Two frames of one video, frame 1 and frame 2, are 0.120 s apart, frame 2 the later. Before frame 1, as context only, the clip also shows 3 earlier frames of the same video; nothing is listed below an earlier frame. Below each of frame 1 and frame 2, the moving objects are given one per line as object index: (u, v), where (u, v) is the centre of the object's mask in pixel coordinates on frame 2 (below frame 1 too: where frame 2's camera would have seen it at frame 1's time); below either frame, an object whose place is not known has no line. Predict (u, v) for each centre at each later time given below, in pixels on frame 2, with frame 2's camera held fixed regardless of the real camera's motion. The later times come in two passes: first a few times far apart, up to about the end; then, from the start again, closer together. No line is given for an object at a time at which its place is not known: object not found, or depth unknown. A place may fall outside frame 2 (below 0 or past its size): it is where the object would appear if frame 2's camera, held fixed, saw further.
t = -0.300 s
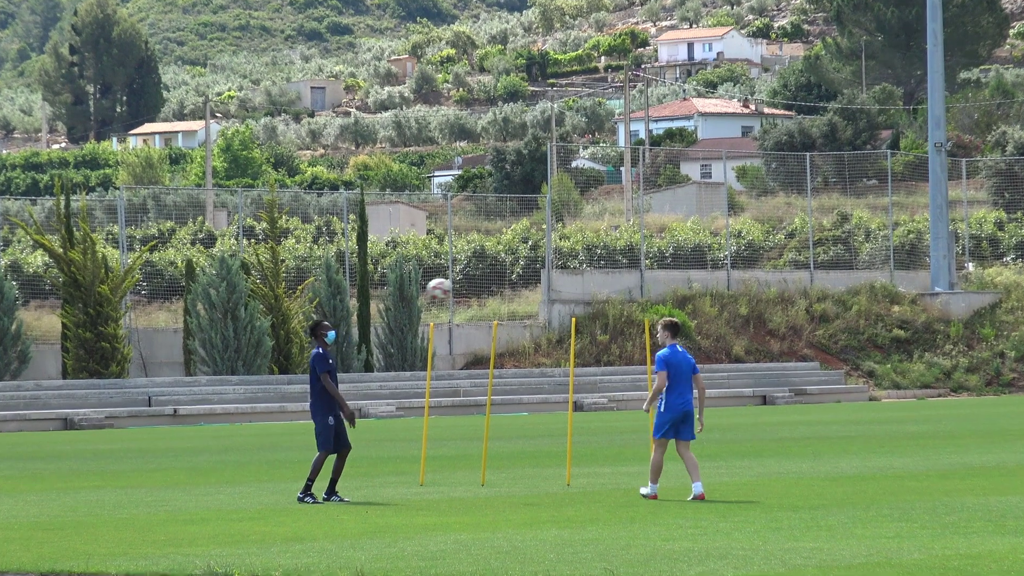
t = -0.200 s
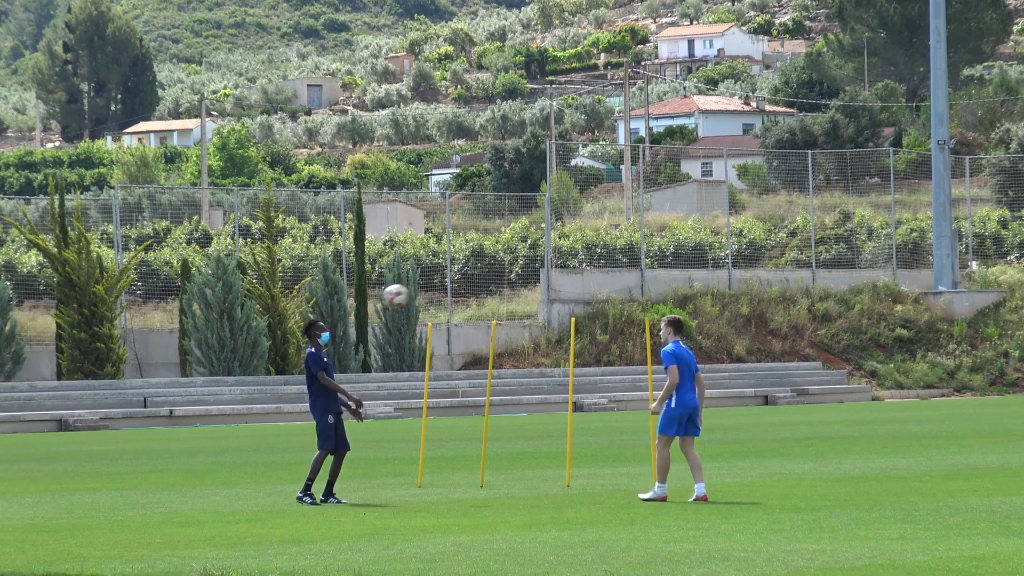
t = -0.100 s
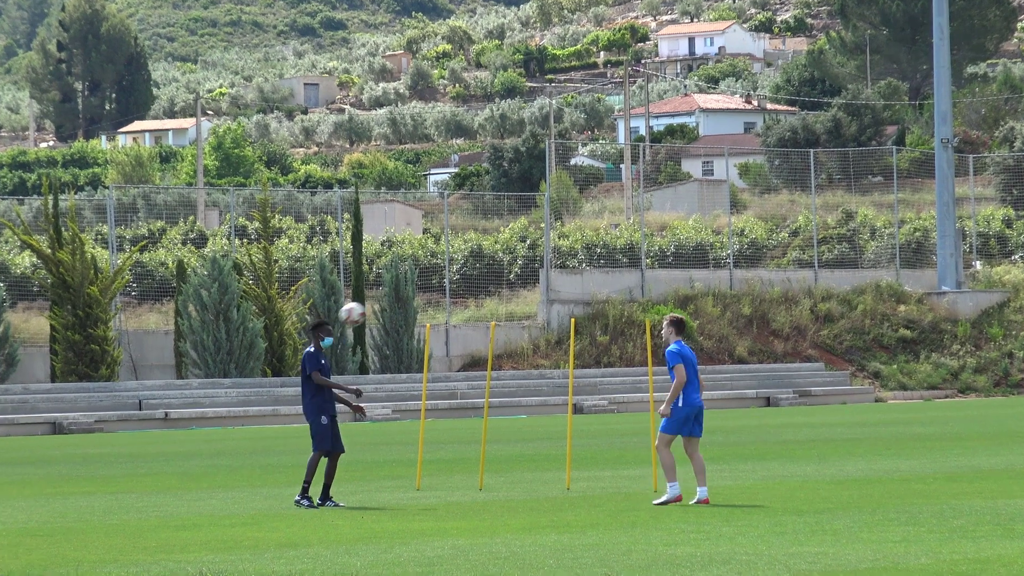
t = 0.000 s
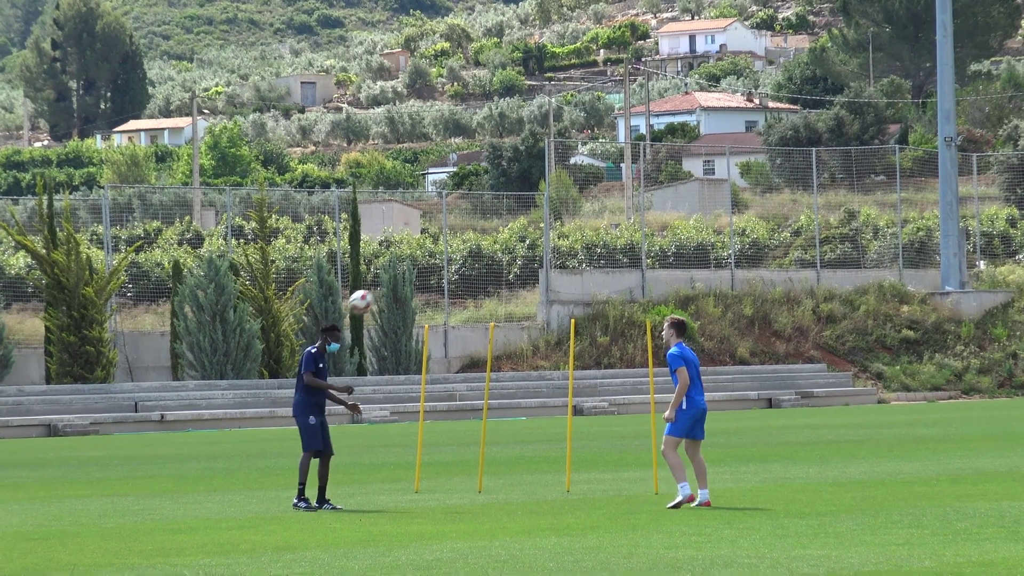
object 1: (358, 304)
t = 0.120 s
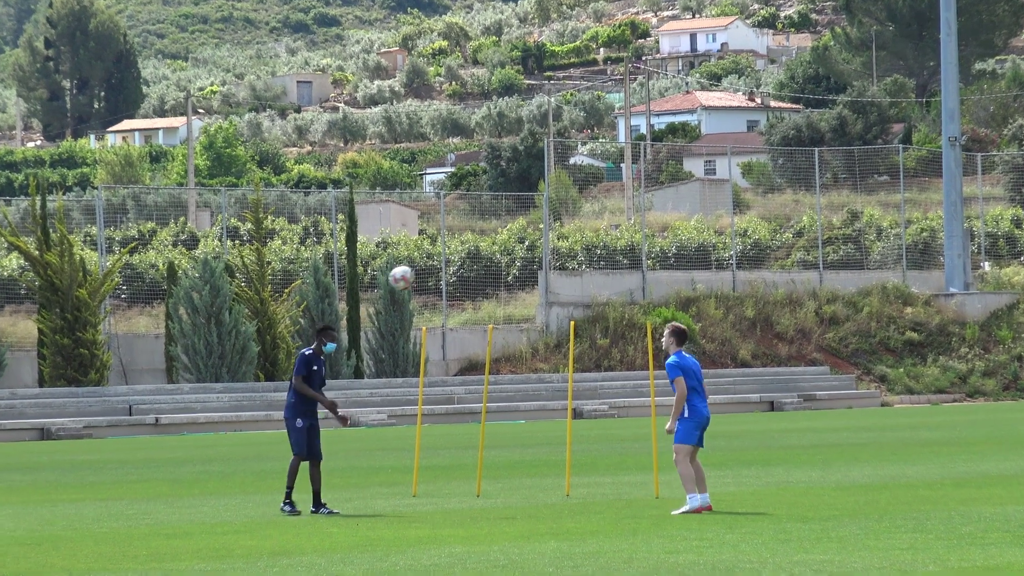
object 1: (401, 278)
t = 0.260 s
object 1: (453, 267)
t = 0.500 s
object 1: (544, 293)
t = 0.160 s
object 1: (415, 273)
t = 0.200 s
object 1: (431, 269)
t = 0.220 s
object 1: (438, 268)
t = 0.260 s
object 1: (453, 267)
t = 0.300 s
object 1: (468, 268)
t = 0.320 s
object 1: (476, 269)
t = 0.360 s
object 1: (491, 272)
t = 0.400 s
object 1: (506, 276)
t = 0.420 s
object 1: (514, 278)
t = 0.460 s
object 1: (528, 287)
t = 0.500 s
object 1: (544, 293)
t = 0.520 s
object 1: (552, 301)
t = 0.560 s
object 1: (568, 313)
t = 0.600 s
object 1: (585, 326)
